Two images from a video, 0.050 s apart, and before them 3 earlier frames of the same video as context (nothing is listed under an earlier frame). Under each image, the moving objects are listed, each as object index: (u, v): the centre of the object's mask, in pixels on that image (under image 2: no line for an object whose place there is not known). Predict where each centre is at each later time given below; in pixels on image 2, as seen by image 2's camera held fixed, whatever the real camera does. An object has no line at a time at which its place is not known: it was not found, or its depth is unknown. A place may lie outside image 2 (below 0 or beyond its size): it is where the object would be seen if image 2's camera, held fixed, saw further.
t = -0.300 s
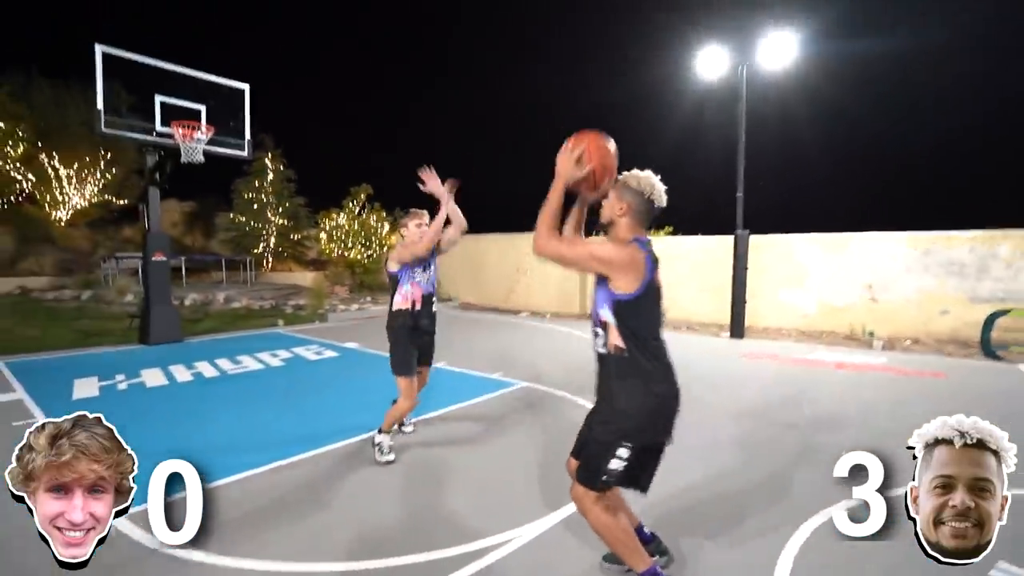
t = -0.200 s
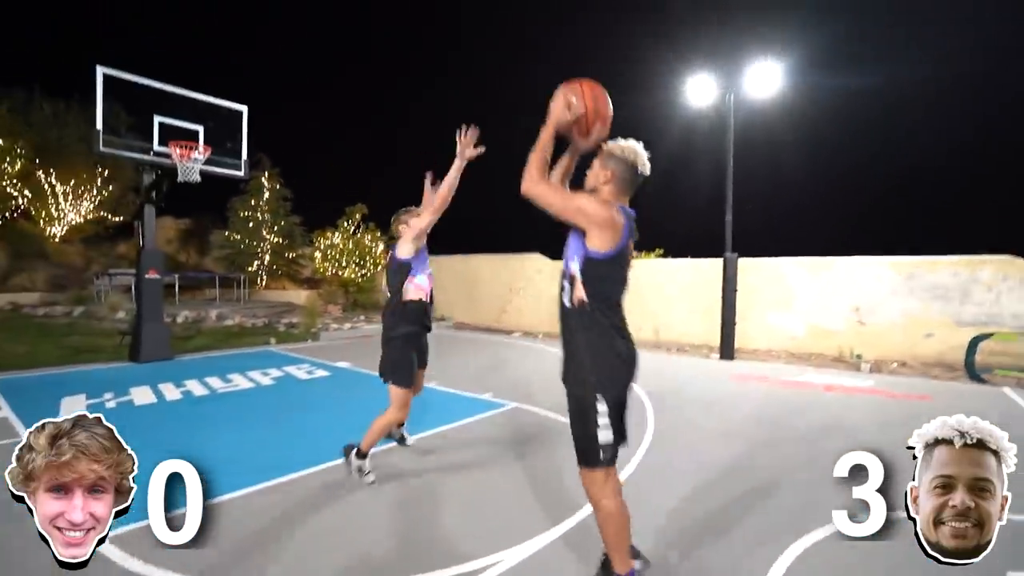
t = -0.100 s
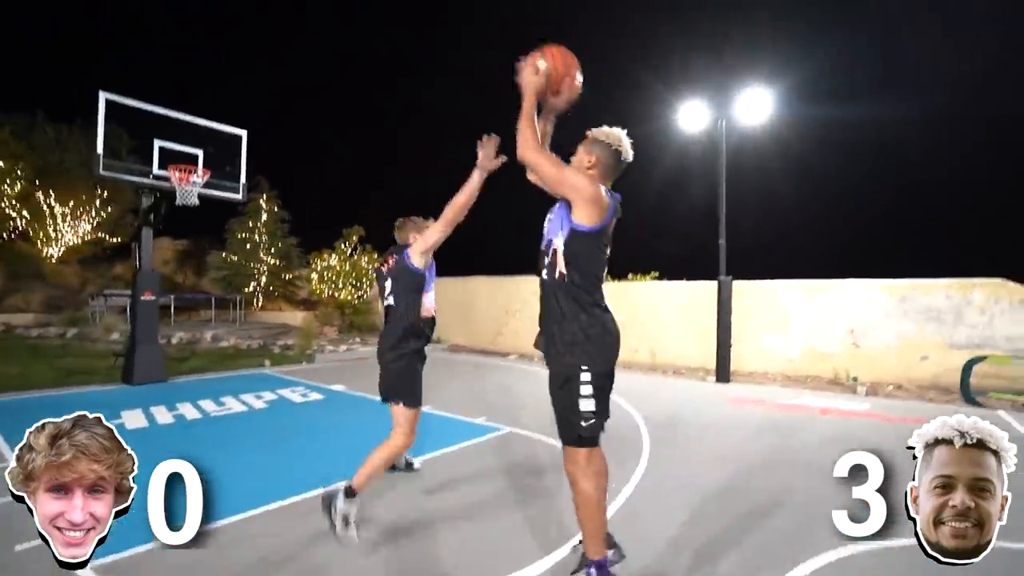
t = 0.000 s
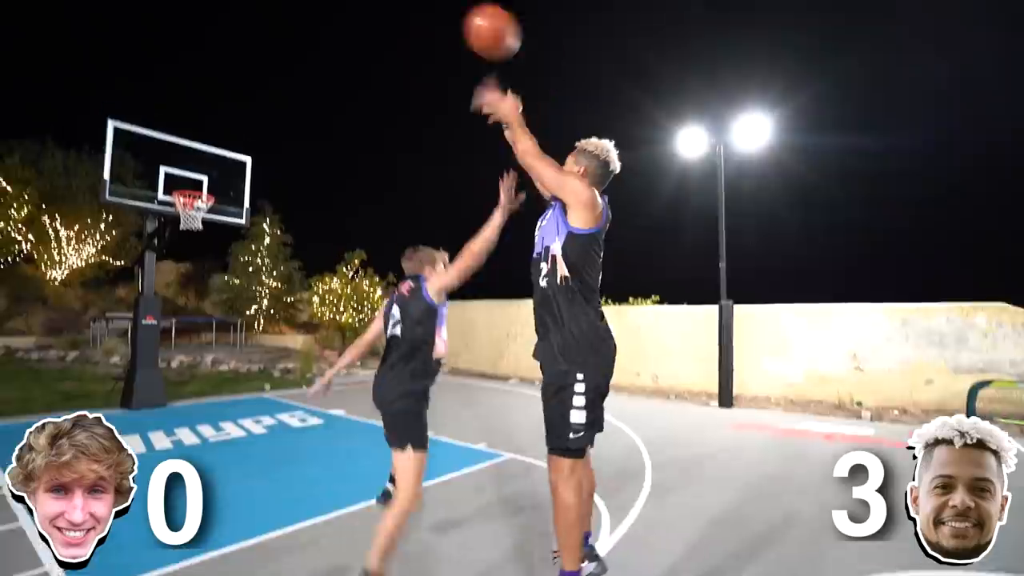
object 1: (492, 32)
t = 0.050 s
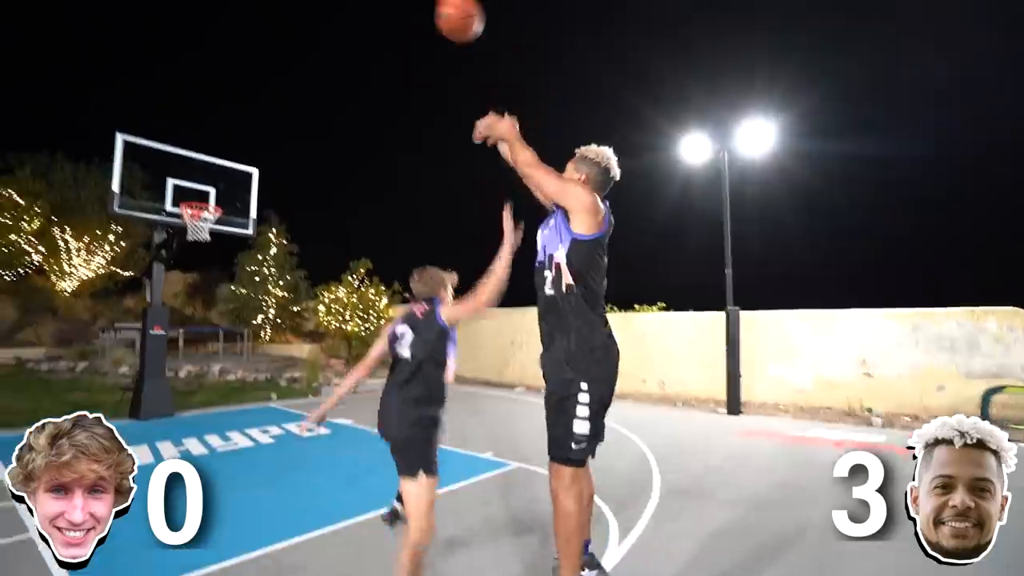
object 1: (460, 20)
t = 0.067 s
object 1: (455, 18)
